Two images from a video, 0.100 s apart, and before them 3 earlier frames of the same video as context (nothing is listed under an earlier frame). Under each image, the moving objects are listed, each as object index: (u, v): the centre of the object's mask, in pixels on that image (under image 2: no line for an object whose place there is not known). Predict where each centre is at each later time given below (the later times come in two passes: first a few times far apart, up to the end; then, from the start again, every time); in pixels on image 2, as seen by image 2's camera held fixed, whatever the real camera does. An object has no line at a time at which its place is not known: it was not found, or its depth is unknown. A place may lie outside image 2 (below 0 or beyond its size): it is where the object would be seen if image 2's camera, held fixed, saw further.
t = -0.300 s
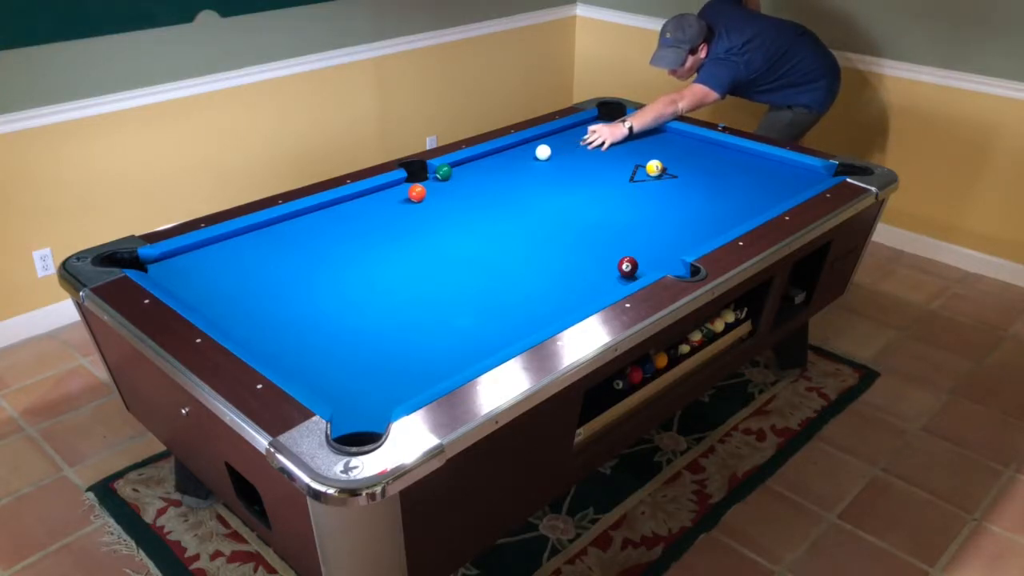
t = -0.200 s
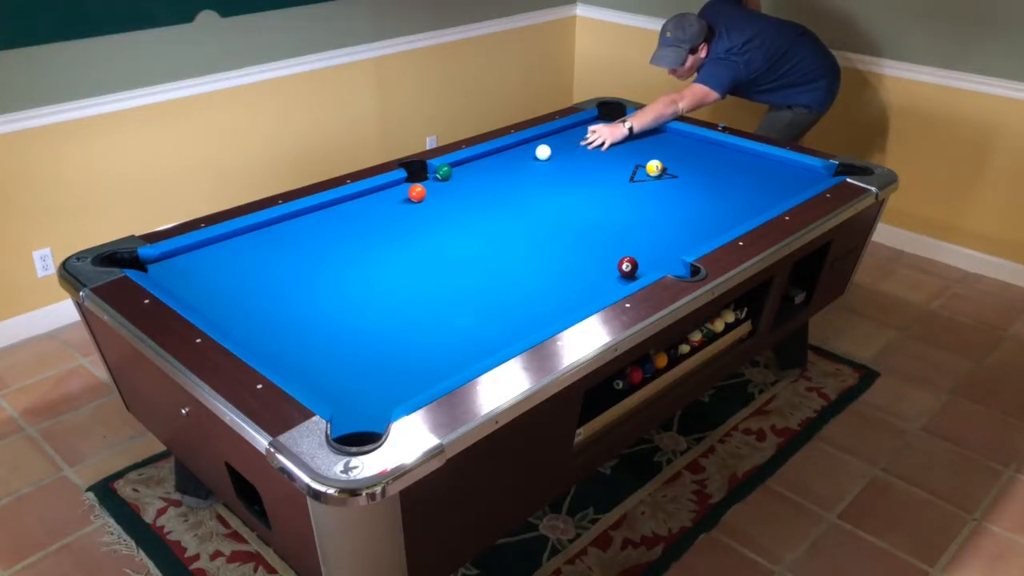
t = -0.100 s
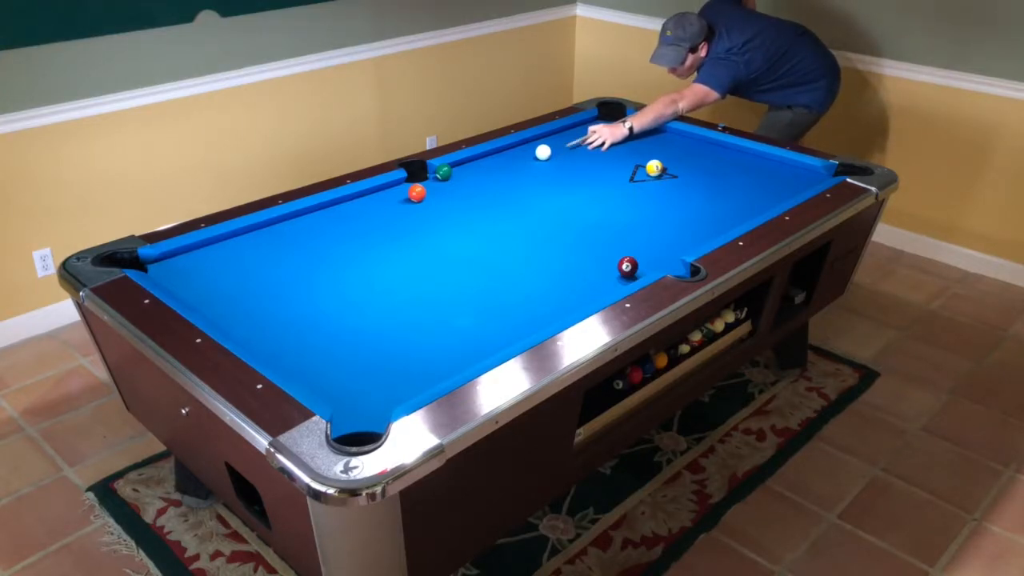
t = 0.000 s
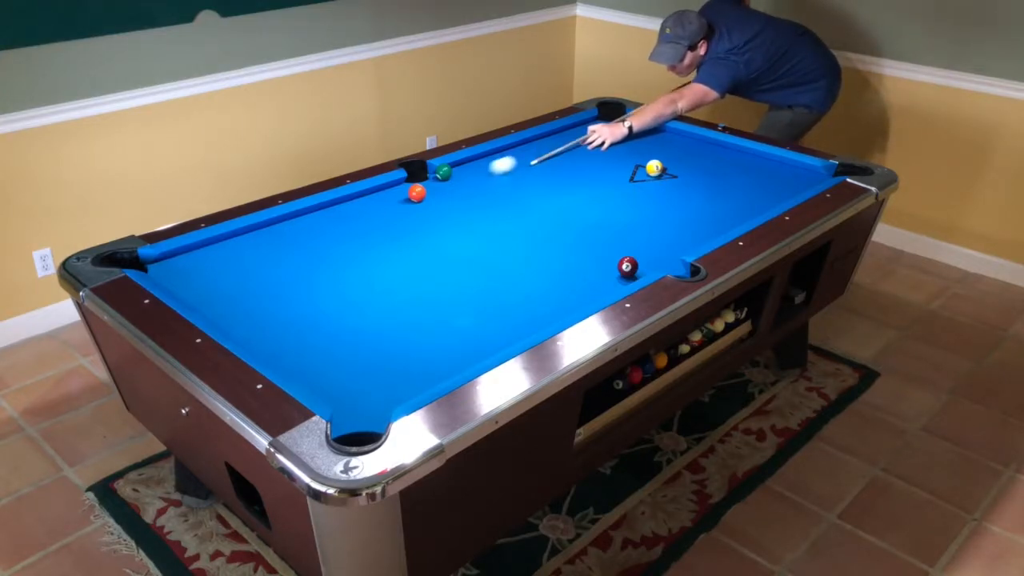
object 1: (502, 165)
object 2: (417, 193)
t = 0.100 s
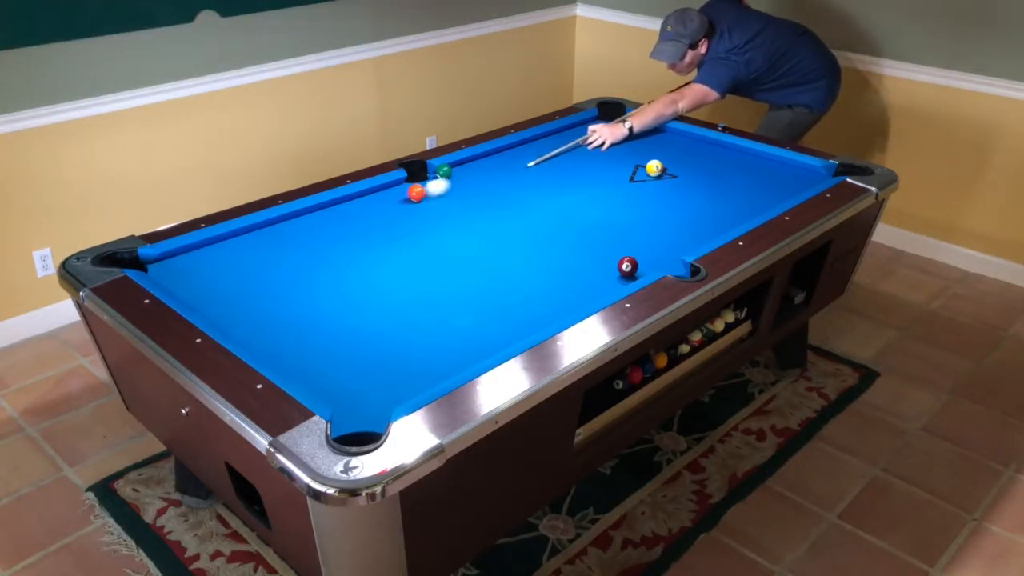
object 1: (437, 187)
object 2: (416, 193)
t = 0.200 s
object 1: (438, 193)
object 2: (343, 210)
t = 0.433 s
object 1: (471, 193)
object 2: (180, 257)
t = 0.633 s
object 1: (502, 190)
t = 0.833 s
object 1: (531, 188)
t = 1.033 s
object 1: (559, 186)
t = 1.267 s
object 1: (590, 184)
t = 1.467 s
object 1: (615, 182)
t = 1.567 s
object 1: (626, 181)
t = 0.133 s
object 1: (433, 190)
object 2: (395, 197)
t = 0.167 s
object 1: (436, 192)
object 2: (369, 204)
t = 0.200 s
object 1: (438, 193)
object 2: (343, 210)
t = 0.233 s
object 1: (442, 194)
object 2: (318, 216)
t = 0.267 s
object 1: (446, 194)
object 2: (292, 222)
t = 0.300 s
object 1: (450, 194)
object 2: (266, 229)
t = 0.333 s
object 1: (455, 194)
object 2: (240, 235)
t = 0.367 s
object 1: (460, 193)
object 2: (219, 242)
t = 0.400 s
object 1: (466, 193)
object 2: (200, 249)
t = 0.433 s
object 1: (471, 193)
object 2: (180, 257)
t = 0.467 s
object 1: (476, 192)
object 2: (160, 264)
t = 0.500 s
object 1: (482, 192)
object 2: (145, 266)
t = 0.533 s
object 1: (487, 191)
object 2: (143, 262)
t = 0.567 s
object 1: (492, 191)
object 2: (140, 261)
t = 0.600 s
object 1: (497, 191)
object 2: (137, 265)
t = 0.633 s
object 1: (502, 190)
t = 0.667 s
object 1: (507, 190)
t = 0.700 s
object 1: (512, 190)
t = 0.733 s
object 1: (517, 189)
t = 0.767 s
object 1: (522, 189)
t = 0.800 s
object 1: (526, 188)
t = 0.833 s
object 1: (531, 188)
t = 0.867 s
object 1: (536, 188)
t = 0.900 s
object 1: (541, 188)
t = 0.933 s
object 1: (545, 187)
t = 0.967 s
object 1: (550, 187)
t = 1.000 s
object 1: (555, 187)
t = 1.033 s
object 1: (559, 186)
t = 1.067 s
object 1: (564, 186)
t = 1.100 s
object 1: (568, 186)
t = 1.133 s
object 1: (573, 185)
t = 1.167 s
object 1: (577, 185)
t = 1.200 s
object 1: (581, 184)
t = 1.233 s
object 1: (586, 184)
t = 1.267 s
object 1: (590, 184)
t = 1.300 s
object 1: (594, 184)
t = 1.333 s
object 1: (598, 183)
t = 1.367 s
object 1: (602, 183)
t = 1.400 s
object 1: (606, 183)
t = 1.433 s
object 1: (611, 182)
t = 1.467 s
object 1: (615, 182)
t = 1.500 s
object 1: (619, 182)
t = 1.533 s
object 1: (622, 181)
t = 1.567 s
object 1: (626, 181)
